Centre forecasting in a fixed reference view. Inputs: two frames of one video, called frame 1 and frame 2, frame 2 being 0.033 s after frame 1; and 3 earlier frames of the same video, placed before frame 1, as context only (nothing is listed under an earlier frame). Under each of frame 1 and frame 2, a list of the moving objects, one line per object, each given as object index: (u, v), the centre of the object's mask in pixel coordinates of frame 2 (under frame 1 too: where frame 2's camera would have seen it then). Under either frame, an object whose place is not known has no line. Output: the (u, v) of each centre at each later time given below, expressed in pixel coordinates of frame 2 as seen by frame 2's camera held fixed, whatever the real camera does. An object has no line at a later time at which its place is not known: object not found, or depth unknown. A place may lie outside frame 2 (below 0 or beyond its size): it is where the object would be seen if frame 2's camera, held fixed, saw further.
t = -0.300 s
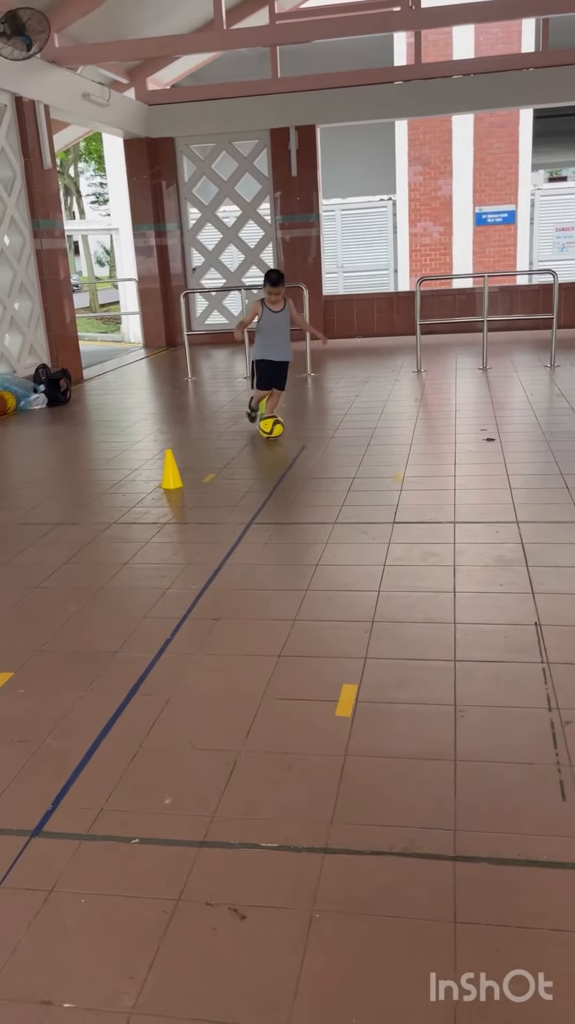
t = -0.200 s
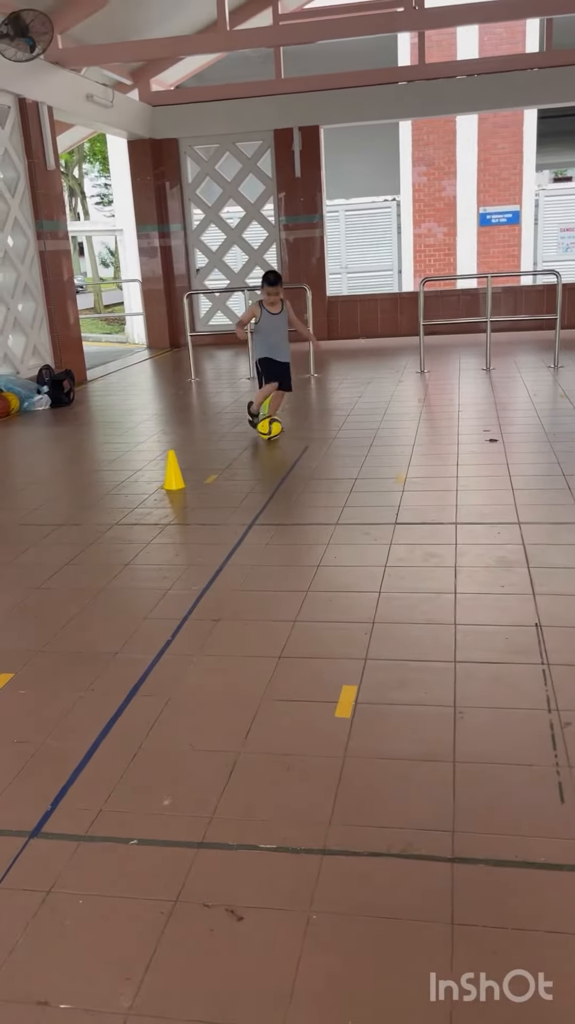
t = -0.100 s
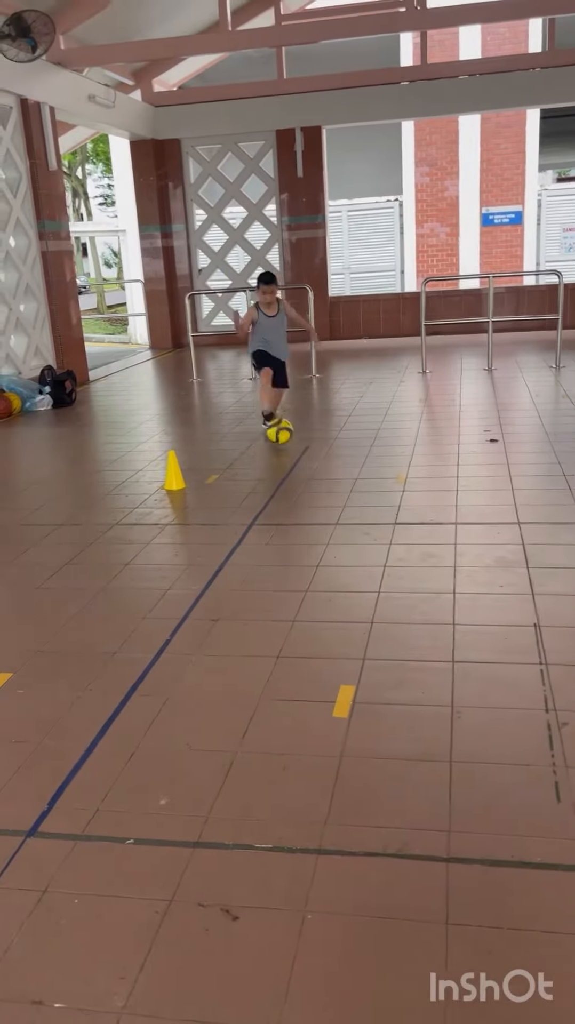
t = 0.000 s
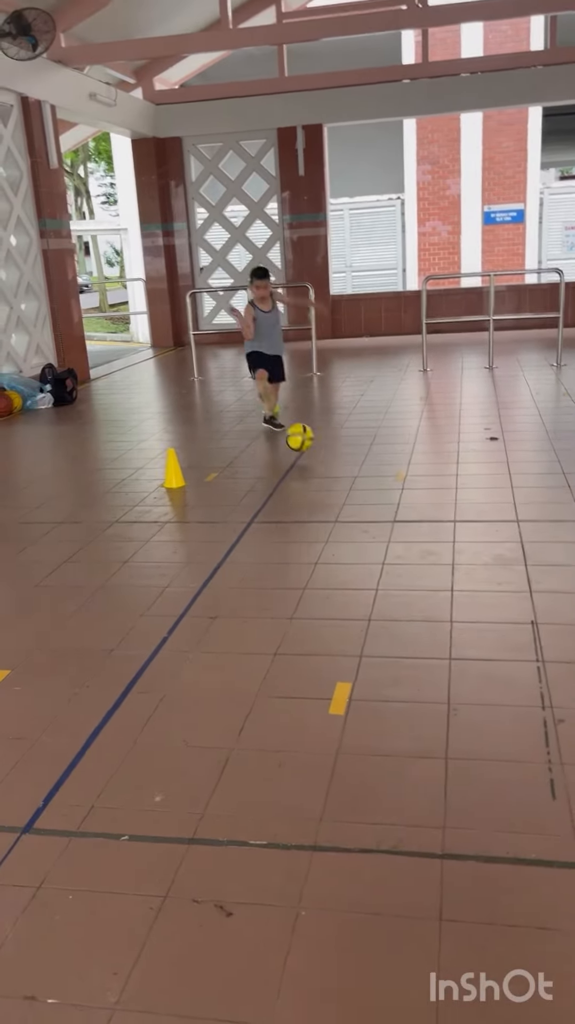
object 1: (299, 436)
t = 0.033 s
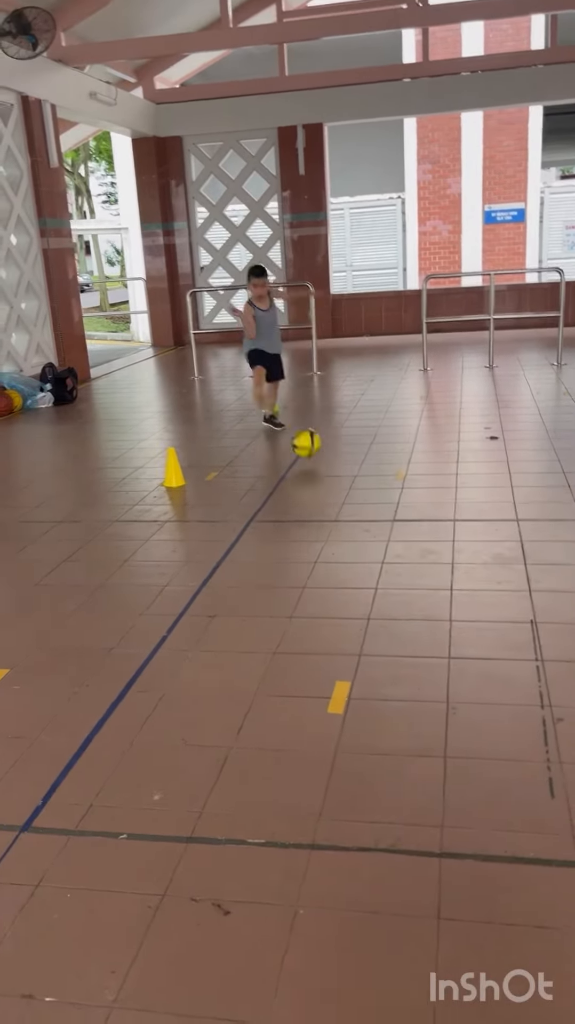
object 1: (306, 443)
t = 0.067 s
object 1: (314, 451)
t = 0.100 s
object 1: (322, 462)
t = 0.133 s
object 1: (328, 465)
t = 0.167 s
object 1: (334, 467)
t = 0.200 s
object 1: (341, 471)
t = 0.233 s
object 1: (348, 478)
